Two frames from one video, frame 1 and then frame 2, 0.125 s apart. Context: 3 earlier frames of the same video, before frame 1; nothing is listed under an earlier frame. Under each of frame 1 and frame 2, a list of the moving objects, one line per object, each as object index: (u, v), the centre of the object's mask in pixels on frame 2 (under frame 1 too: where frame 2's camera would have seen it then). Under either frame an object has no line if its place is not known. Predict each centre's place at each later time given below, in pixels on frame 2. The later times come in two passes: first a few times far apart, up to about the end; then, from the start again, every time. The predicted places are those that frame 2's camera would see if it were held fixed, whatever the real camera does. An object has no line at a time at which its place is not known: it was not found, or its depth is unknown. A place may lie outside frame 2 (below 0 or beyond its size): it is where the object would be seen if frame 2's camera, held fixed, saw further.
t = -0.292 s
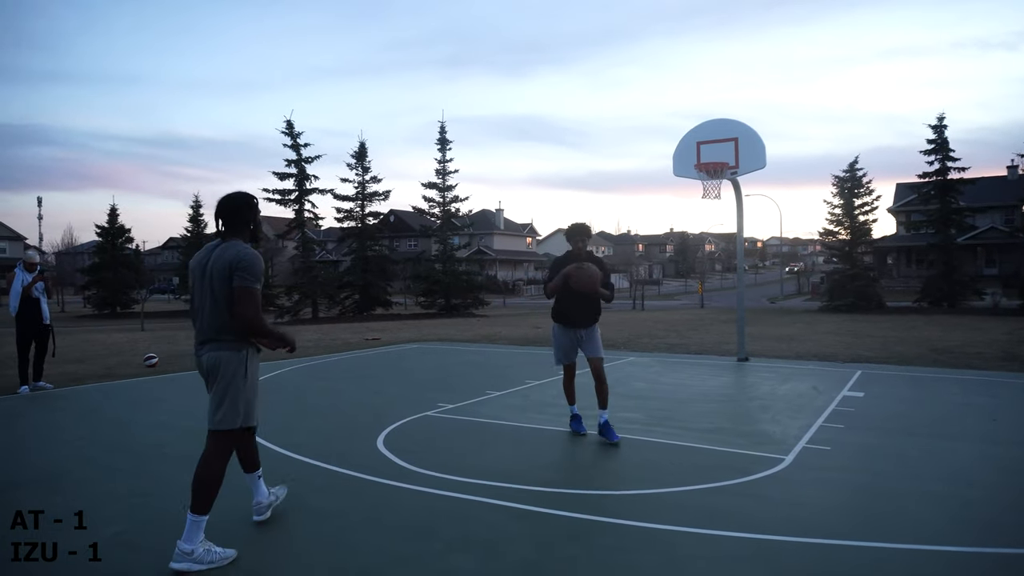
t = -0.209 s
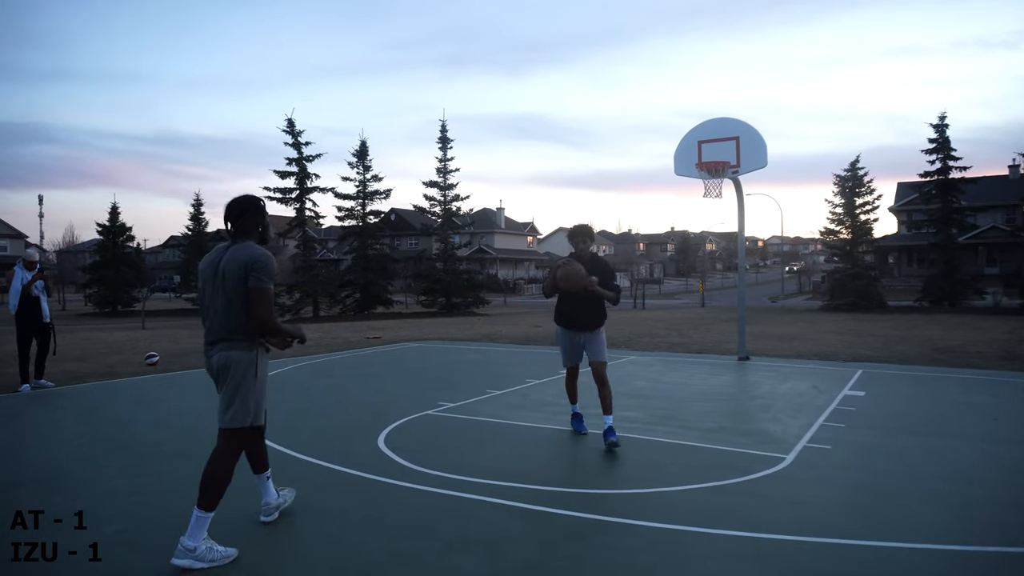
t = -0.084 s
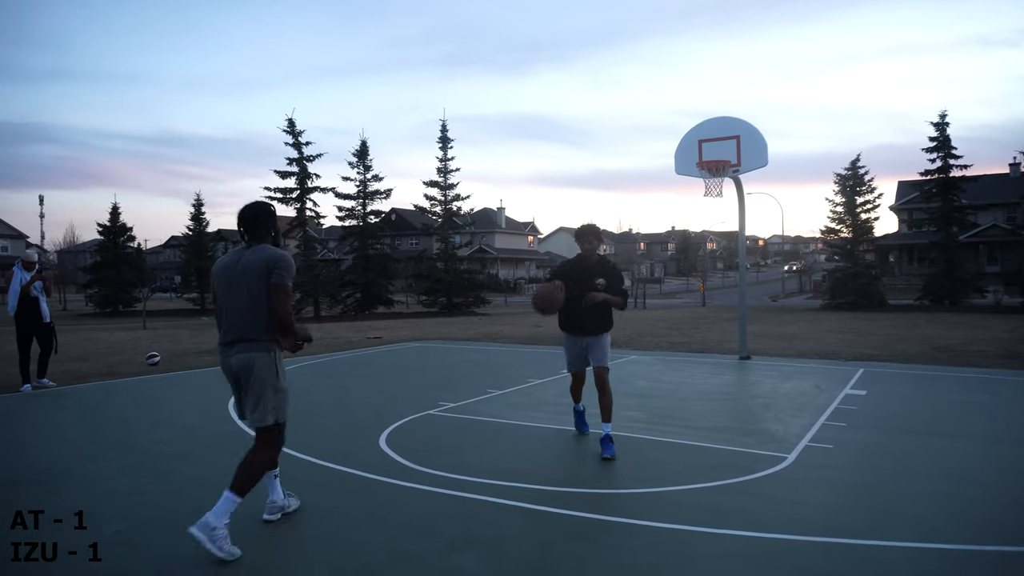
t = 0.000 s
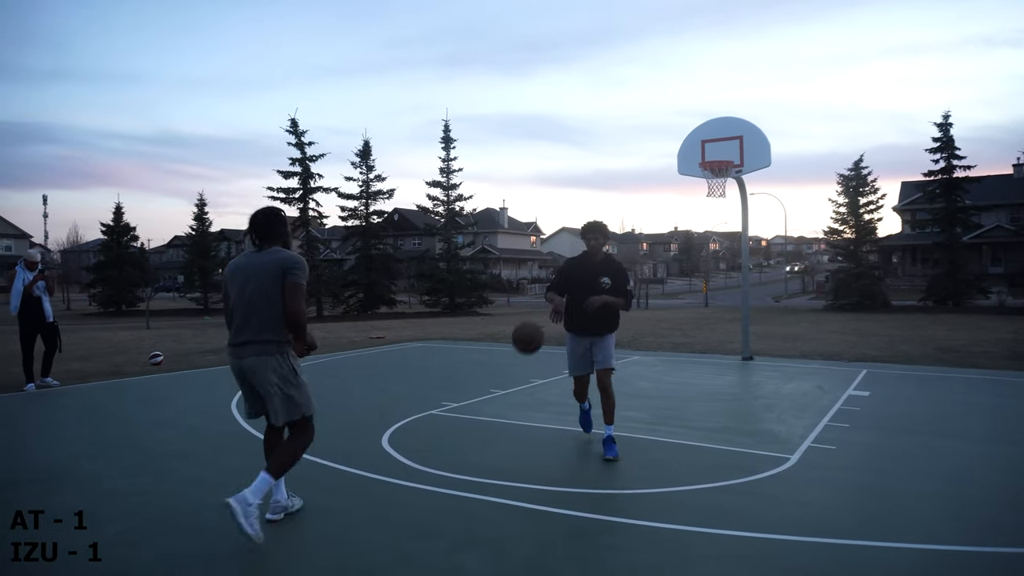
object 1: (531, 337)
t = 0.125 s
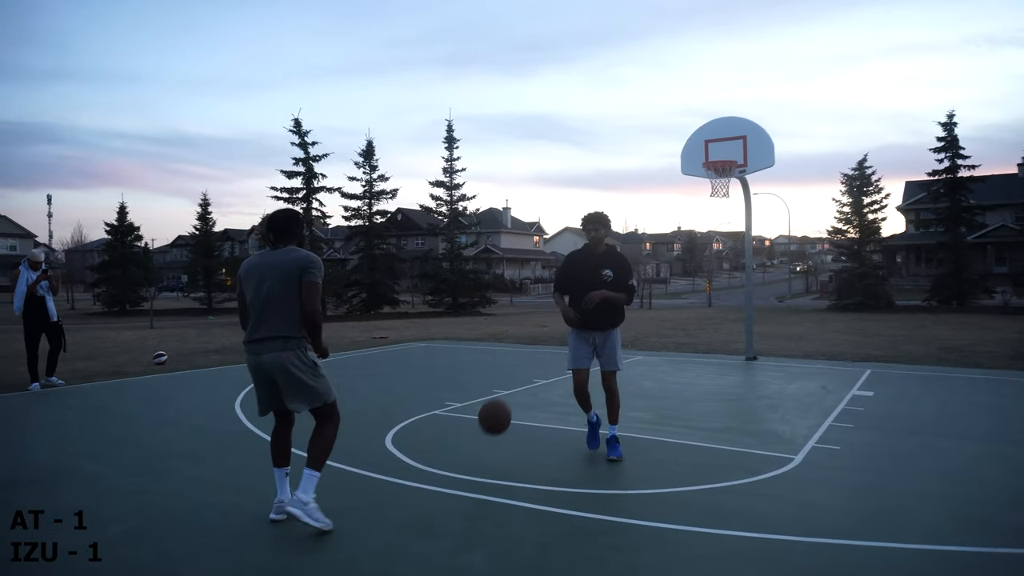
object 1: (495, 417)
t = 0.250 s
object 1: (470, 419)
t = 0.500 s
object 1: (436, 336)
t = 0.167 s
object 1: (482, 449)
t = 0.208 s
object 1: (475, 439)
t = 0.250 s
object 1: (470, 419)
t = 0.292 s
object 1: (464, 398)
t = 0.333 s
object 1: (459, 382)
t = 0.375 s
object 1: (453, 367)
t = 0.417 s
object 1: (448, 354)
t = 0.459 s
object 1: (441, 344)
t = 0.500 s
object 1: (436, 336)
